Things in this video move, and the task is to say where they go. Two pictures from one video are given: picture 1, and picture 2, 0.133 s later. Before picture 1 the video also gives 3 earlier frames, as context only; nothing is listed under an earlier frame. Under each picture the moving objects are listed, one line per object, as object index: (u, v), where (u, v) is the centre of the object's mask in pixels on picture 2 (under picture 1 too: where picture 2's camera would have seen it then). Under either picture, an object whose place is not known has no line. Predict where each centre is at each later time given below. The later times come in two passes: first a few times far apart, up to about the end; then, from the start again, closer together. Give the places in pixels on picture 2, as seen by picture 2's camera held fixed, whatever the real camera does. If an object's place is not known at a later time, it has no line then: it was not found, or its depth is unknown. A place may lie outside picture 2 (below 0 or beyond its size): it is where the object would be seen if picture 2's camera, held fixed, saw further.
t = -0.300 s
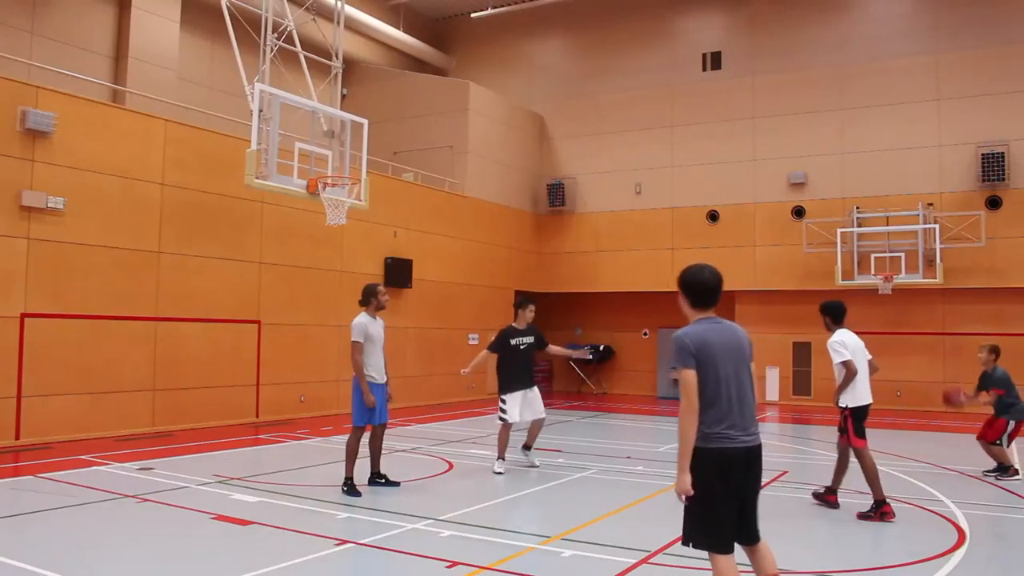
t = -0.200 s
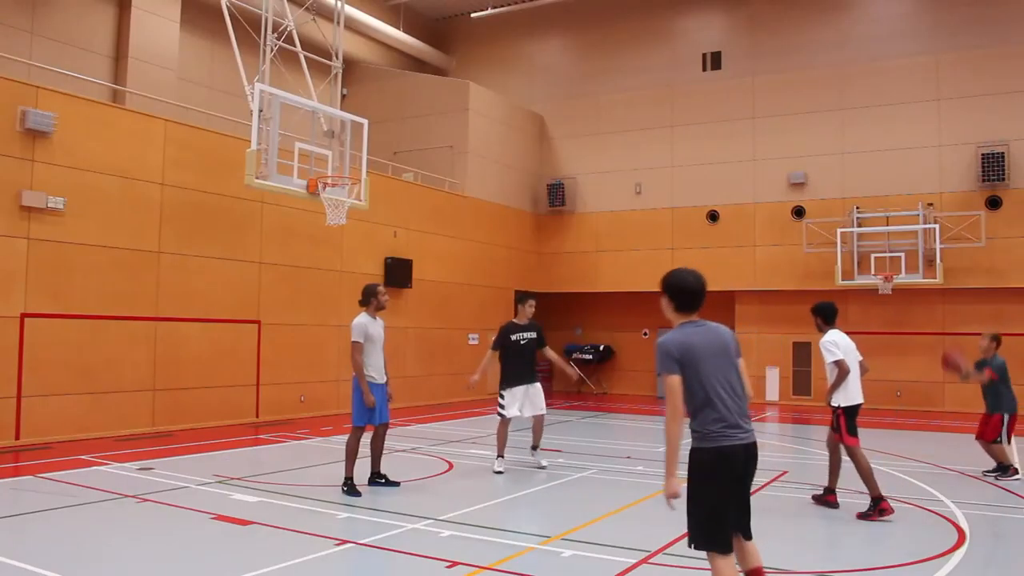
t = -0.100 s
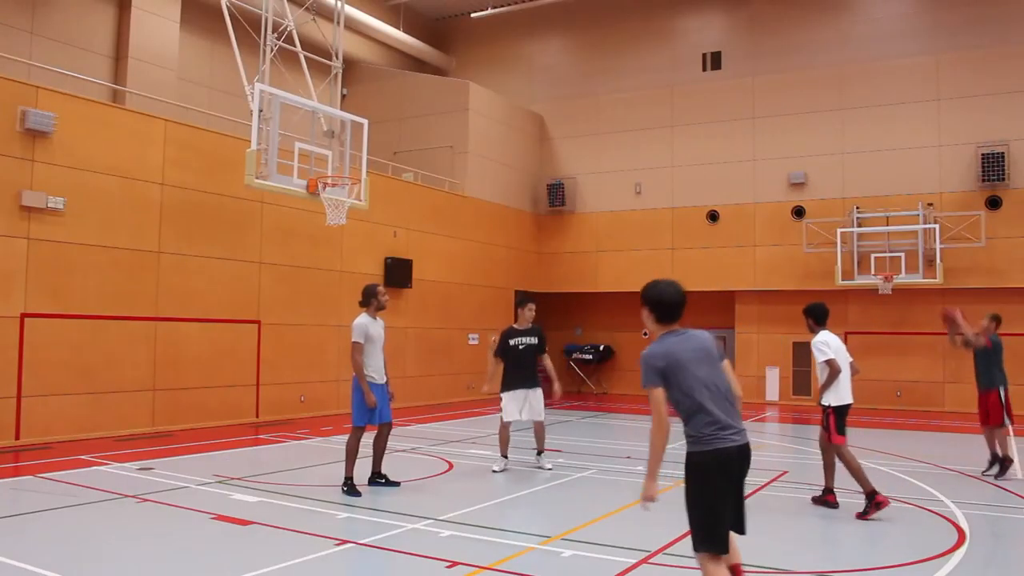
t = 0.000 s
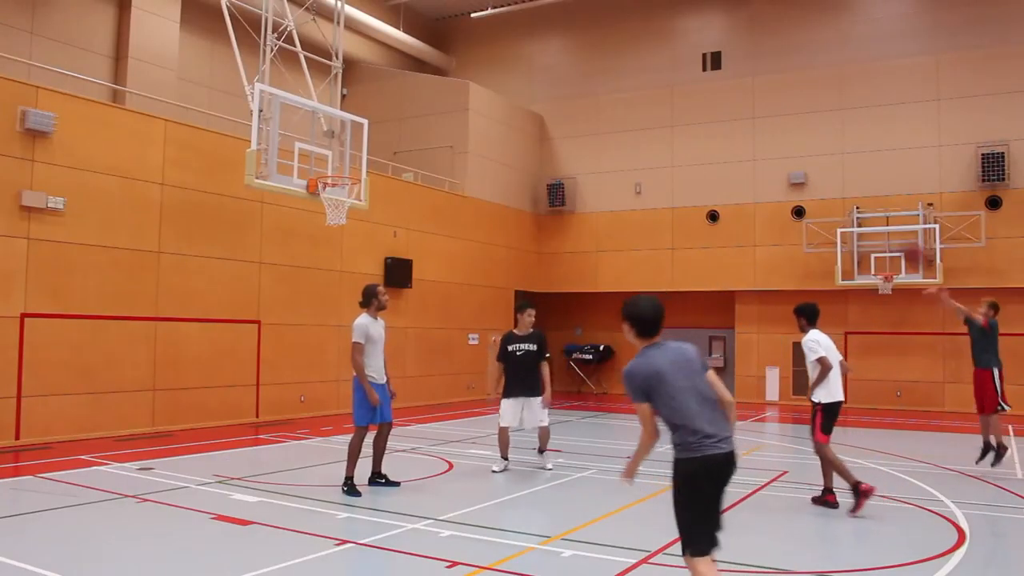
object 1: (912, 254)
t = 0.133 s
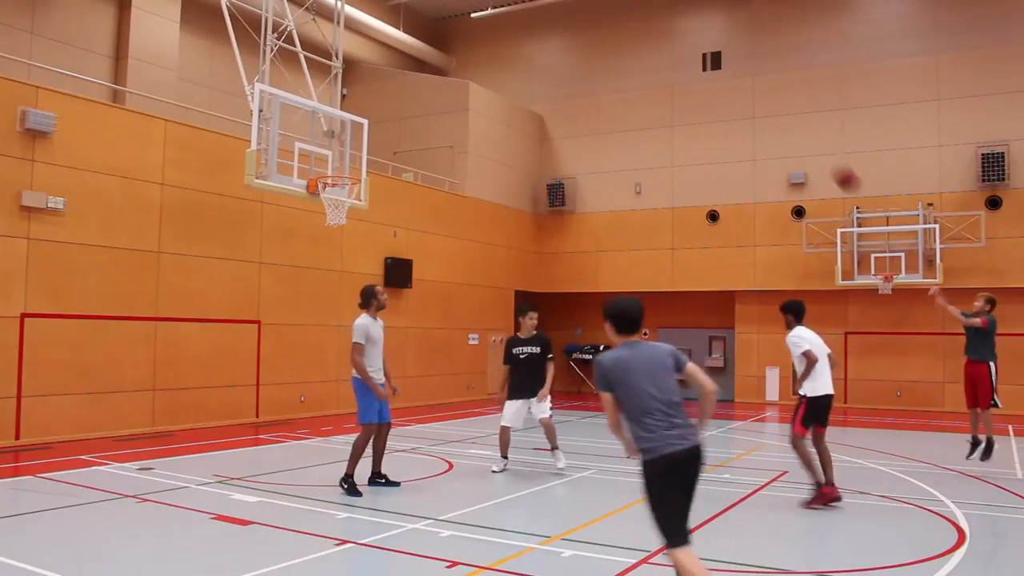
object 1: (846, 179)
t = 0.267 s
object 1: (781, 120)
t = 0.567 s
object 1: (637, 48)
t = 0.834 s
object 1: (512, 47)
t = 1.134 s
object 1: (376, 121)
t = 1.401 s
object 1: (323, 129)
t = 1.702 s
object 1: (336, 101)
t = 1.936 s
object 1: (344, 134)
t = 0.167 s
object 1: (830, 163)
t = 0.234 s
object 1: (797, 134)
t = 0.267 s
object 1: (781, 120)
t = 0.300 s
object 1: (764, 109)
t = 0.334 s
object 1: (748, 98)
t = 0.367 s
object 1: (731, 88)
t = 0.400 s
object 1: (716, 79)
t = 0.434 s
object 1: (700, 71)
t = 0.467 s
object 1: (683, 64)
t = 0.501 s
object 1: (667, 57)
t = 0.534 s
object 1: (652, 53)
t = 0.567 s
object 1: (637, 48)
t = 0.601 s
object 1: (621, 45)
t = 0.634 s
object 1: (605, 42)
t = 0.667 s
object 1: (590, 40)
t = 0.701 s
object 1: (575, 40)
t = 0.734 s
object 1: (559, 40)
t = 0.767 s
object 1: (544, 42)
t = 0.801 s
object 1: (527, 44)
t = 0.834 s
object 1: (512, 47)
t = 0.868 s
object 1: (498, 52)
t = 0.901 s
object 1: (482, 57)
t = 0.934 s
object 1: (467, 63)
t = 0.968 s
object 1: (452, 70)
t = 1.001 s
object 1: (436, 78)
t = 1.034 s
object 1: (420, 88)
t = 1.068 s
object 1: (405, 98)
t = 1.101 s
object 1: (390, 110)
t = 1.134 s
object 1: (376, 121)
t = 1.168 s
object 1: (358, 134)
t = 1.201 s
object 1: (342, 148)
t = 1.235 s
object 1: (328, 162)
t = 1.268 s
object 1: (318, 165)
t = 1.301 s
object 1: (318, 156)
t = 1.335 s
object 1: (319, 146)
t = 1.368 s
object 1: (322, 137)
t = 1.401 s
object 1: (323, 129)
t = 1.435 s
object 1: (325, 123)
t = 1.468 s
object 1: (326, 117)
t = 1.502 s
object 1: (328, 112)
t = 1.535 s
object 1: (329, 108)
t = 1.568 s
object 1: (330, 104)
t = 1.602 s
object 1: (332, 102)
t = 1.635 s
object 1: (333, 101)
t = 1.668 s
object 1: (335, 100)
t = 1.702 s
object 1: (336, 101)
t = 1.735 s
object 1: (337, 103)
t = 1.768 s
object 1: (339, 105)
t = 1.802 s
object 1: (339, 108)
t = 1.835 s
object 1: (341, 113)
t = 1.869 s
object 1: (342, 120)
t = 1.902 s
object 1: (344, 126)
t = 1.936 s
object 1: (344, 134)
